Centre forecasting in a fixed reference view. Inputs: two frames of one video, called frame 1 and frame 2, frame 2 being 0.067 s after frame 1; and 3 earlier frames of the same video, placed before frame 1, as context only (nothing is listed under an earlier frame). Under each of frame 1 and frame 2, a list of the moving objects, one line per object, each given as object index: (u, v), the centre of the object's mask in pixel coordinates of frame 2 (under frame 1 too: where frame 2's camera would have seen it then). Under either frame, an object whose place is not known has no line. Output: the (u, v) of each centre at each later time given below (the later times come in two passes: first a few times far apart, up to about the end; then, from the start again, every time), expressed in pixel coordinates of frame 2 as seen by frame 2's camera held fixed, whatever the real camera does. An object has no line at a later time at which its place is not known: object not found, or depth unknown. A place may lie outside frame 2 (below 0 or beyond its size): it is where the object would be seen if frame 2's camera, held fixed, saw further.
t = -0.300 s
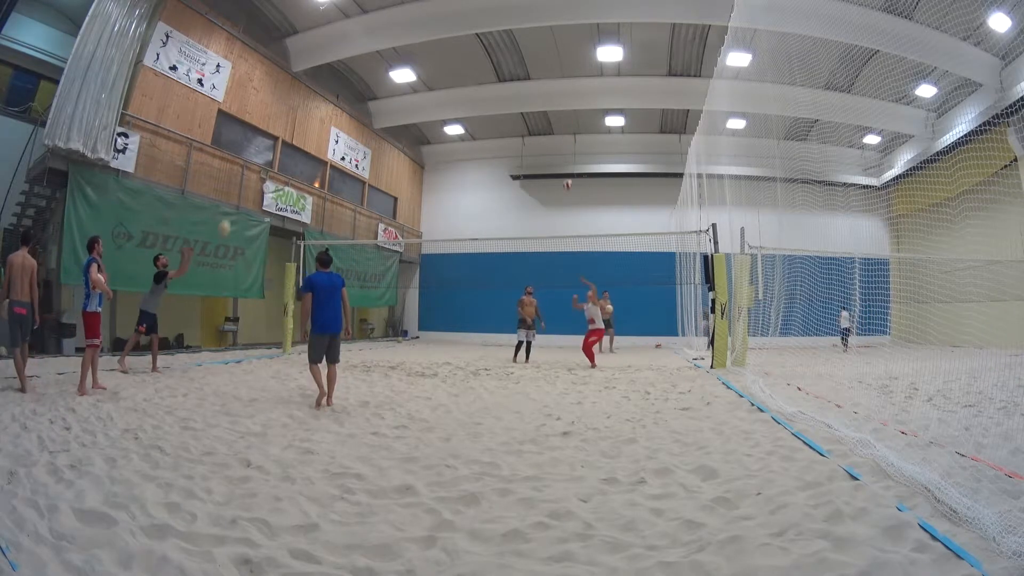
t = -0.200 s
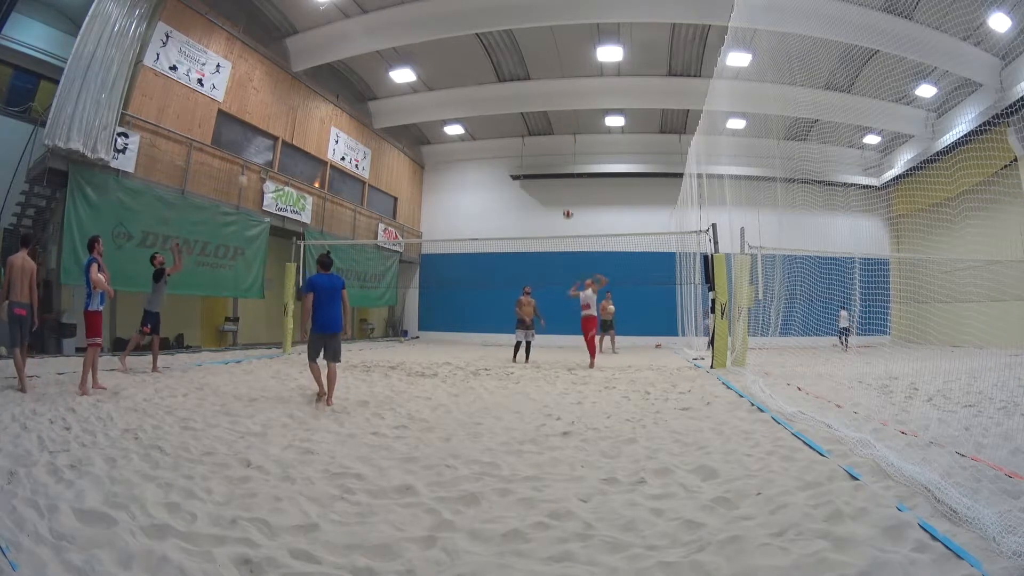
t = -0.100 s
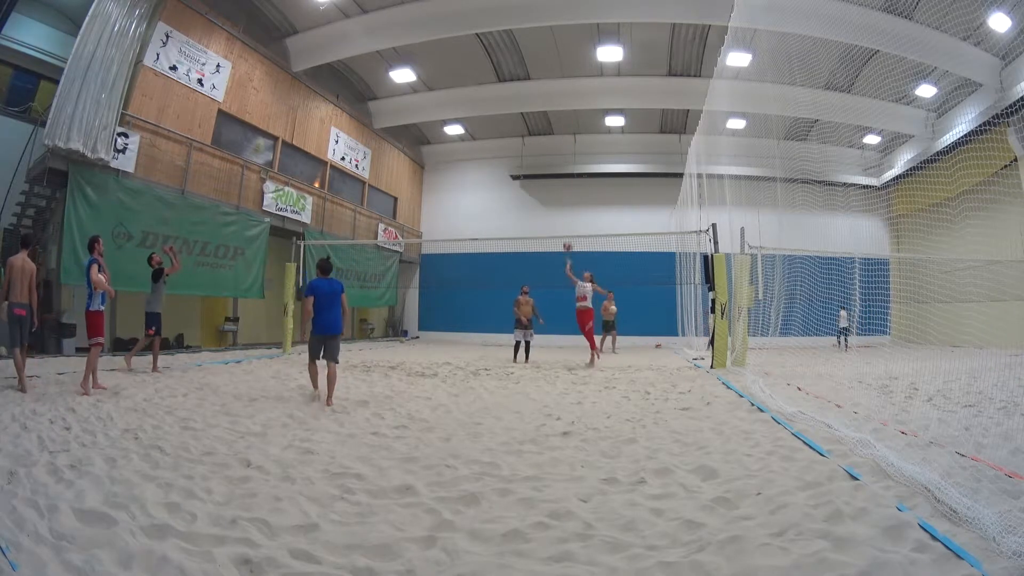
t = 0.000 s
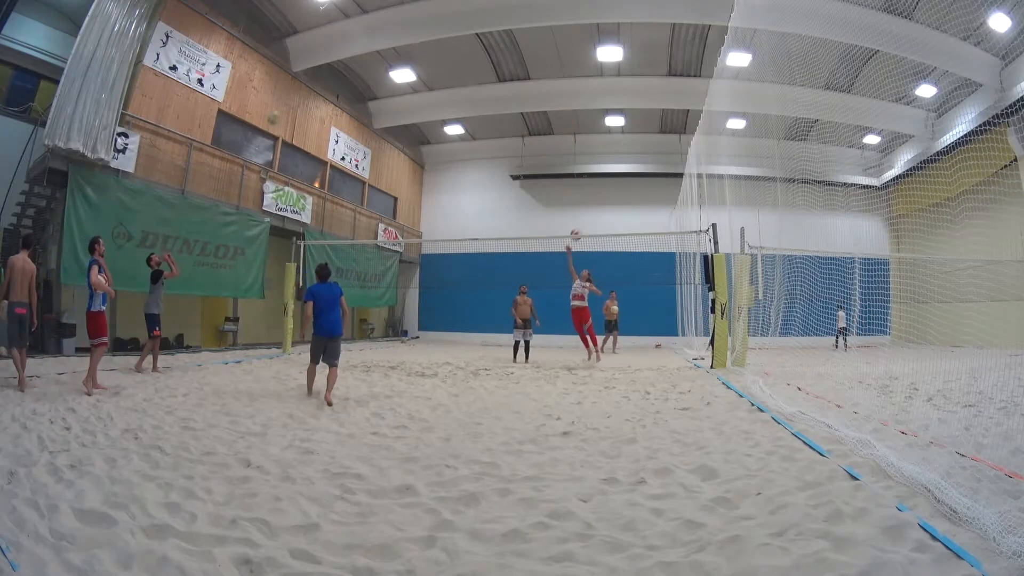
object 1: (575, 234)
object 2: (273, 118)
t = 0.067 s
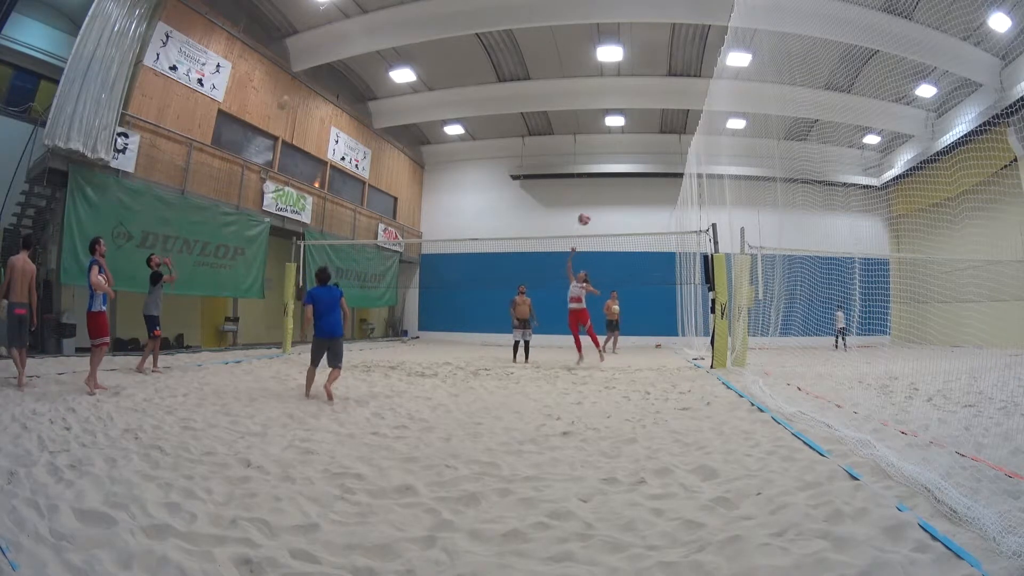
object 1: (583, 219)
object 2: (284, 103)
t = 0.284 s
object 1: (619, 176)
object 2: (312, 73)
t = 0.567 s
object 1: (716, 159)
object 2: (340, 71)
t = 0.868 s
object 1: (999, 371)
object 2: (360, 112)
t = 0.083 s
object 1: (586, 216)
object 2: (286, 99)
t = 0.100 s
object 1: (588, 211)
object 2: (288, 96)
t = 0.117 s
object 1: (591, 208)
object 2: (290, 93)
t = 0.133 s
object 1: (593, 205)
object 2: (294, 90)
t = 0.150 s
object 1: (595, 201)
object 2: (297, 87)
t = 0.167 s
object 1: (598, 197)
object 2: (299, 84)
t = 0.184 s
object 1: (600, 194)
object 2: (300, 83)
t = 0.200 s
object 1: (605, 191)
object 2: (303, 80)
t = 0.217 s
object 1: (607, 188)
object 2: (305, 79)
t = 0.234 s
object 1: (610, 185)
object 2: (305, 78)
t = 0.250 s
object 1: (614, 181)
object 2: (307, 77)
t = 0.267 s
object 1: (616, 179)
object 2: (310, 75)
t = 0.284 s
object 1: (619, 176)
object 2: (312, 73)
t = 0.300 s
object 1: (623, 173)
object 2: (313, 72)
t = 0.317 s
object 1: (627, 171)
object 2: (315, 71)
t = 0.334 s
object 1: (631, 170)
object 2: (317, 70)
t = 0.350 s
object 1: (635, 168)
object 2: (319, 70)
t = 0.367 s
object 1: (640, 164)
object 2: (320, 69)
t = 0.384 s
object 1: (644, 163)
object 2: (322, 69)
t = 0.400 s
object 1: (648, 161)
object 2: (324, 68)
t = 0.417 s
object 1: (654, 159)
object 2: (325, 68)
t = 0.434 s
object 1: (659, 158)
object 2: (327, 68)
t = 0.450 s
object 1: (666, 157)
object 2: (328, 68)
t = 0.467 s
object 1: (673, 156)
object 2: (330, 68)
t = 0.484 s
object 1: (678, 157)
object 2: (331, 68)
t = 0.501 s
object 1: (685, 156)
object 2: (333, 68)
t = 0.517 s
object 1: (692, 157)
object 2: (335, 69)
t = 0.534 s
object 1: (699, 157)
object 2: (336, 69)
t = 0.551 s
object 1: (707, 159)
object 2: (337, 70)
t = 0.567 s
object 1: (716, 159)
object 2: (340, 71)
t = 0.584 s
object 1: (725, 162)
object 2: (341, 72)
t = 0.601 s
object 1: (736, 165)
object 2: (343, 73)
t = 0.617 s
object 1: (745, 167)
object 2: (344, 74)
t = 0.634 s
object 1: (755, 171)
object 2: (345, 76)
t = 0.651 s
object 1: (767, 176)
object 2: (347, 77)
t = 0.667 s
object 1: (780, 181)
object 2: (348, 78)
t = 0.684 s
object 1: (794, 189)
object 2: (349, 80)
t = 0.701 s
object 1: (808, 195)
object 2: (350, 82)
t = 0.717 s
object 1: (825, 205)
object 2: (350, 86)
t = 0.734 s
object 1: (841, 215)
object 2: (351, 88)
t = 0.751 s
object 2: (352, 91)
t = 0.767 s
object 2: (353, 93)
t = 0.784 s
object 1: (894, 255)
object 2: (355, 96)
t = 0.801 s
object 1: (915, 276)
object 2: (356, 100)
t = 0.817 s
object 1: (936, 294)
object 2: (357, 103)
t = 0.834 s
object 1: (958, 318)
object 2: (358, 106)
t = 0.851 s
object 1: (979, 345)
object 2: (359, 109)
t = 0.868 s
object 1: (999, 371)
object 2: (360, 112)
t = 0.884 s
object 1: (1009, 401)
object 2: (361, 116)
